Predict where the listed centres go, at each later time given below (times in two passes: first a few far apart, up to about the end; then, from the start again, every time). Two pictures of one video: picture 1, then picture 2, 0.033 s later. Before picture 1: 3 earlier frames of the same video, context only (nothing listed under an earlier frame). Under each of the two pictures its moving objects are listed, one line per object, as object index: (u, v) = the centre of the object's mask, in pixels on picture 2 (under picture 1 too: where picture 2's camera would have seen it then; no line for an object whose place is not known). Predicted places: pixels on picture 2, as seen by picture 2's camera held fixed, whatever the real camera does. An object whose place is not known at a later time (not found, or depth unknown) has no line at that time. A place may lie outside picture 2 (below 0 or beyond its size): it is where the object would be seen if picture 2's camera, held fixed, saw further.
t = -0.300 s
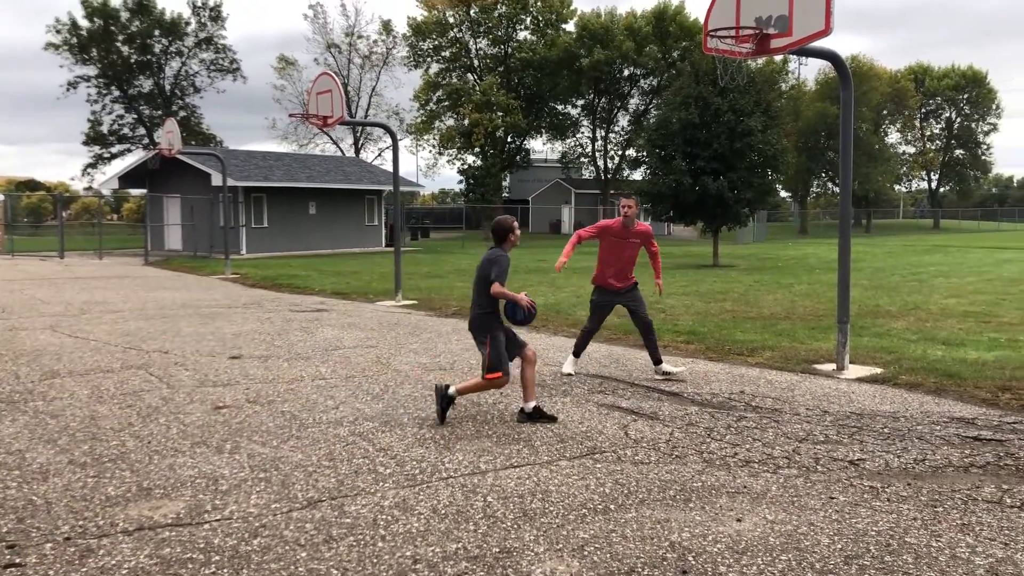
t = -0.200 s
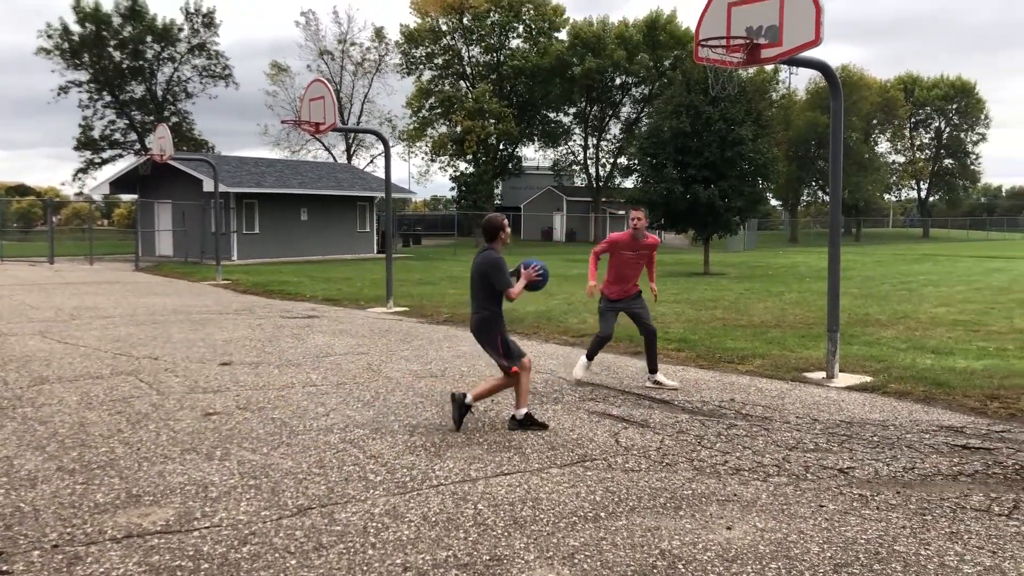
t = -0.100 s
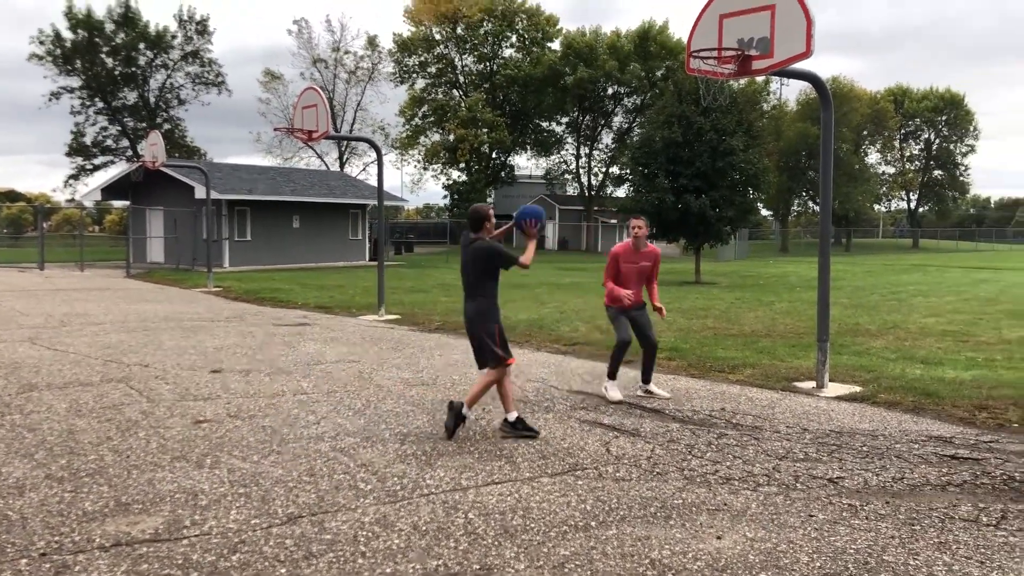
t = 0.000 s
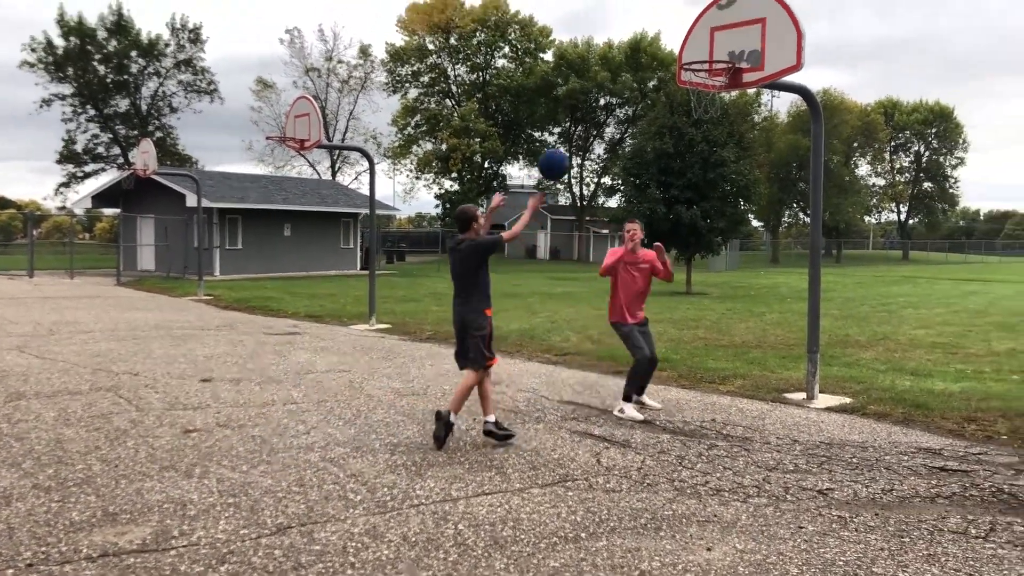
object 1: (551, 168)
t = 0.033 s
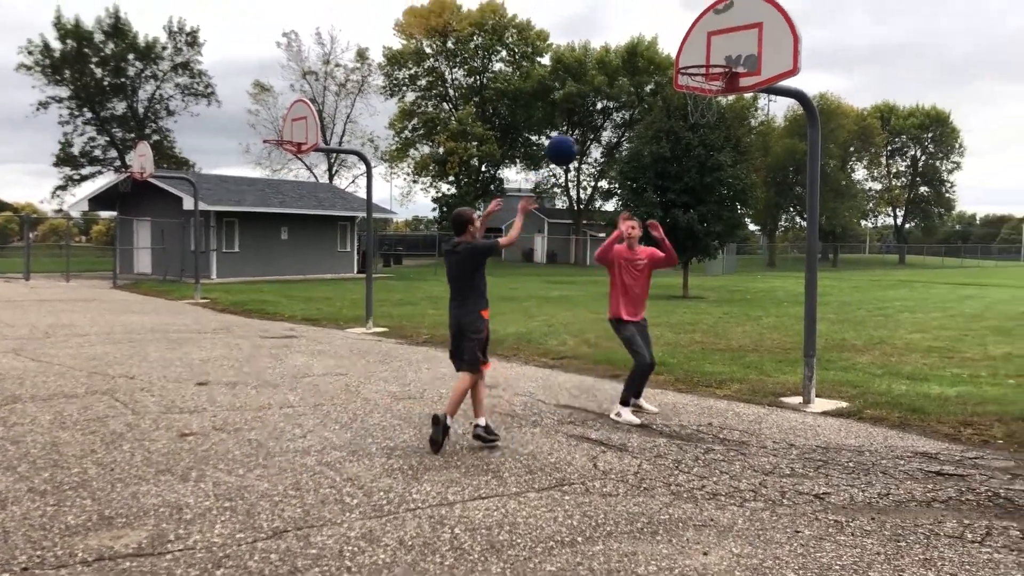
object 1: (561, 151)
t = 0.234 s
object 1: (622, 76)
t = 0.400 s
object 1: (666, 56)
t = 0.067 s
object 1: (572, 134)
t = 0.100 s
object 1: (583, 119)
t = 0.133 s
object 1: (592, 105)
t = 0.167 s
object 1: (602, 95)
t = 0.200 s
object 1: (612, 85)
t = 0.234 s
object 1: (622, 76)
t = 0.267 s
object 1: (631, 70)
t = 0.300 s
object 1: (639, 66)
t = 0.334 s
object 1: (649, 60)
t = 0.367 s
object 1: (657, 57)
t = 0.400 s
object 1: (666, 56)
